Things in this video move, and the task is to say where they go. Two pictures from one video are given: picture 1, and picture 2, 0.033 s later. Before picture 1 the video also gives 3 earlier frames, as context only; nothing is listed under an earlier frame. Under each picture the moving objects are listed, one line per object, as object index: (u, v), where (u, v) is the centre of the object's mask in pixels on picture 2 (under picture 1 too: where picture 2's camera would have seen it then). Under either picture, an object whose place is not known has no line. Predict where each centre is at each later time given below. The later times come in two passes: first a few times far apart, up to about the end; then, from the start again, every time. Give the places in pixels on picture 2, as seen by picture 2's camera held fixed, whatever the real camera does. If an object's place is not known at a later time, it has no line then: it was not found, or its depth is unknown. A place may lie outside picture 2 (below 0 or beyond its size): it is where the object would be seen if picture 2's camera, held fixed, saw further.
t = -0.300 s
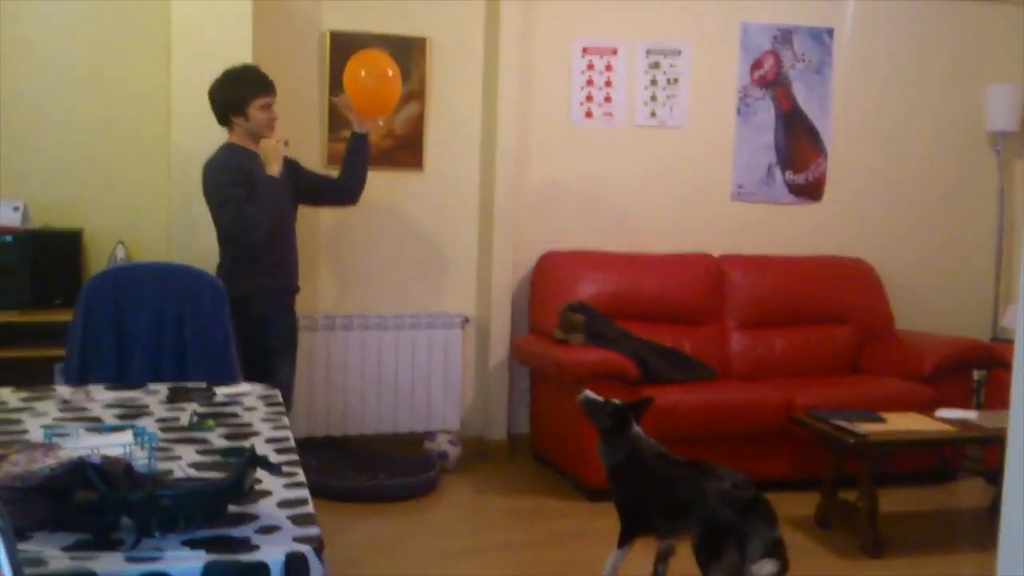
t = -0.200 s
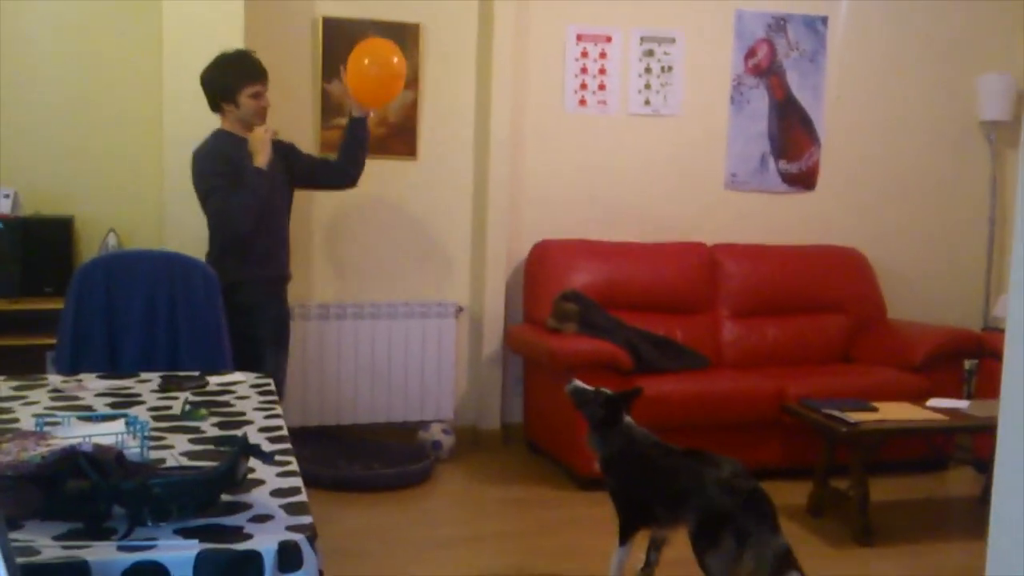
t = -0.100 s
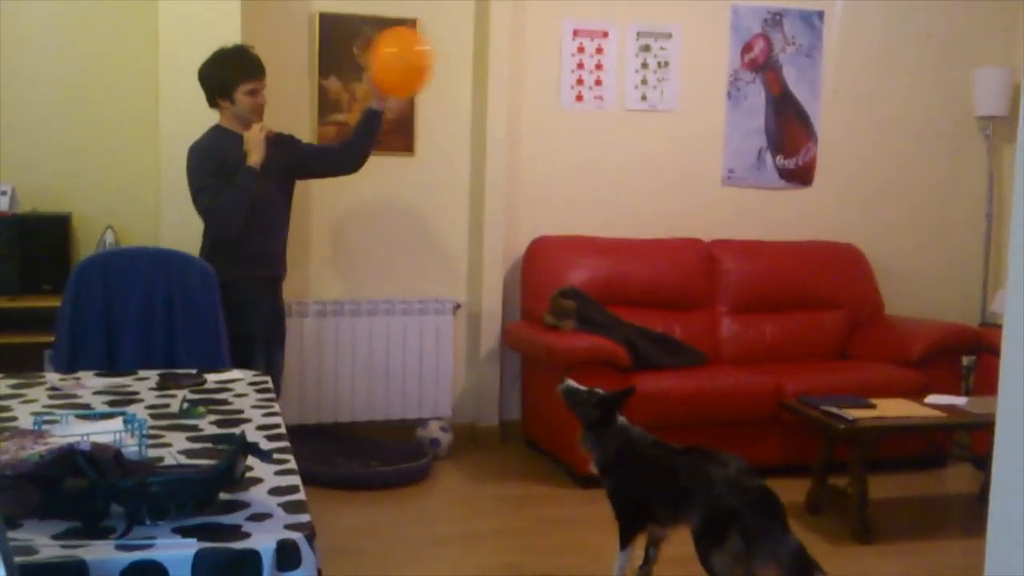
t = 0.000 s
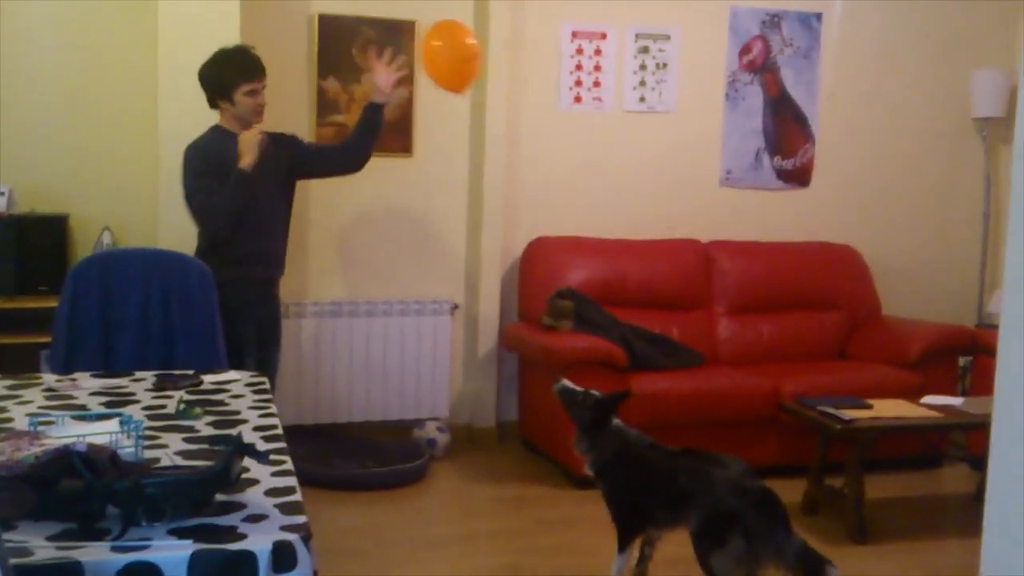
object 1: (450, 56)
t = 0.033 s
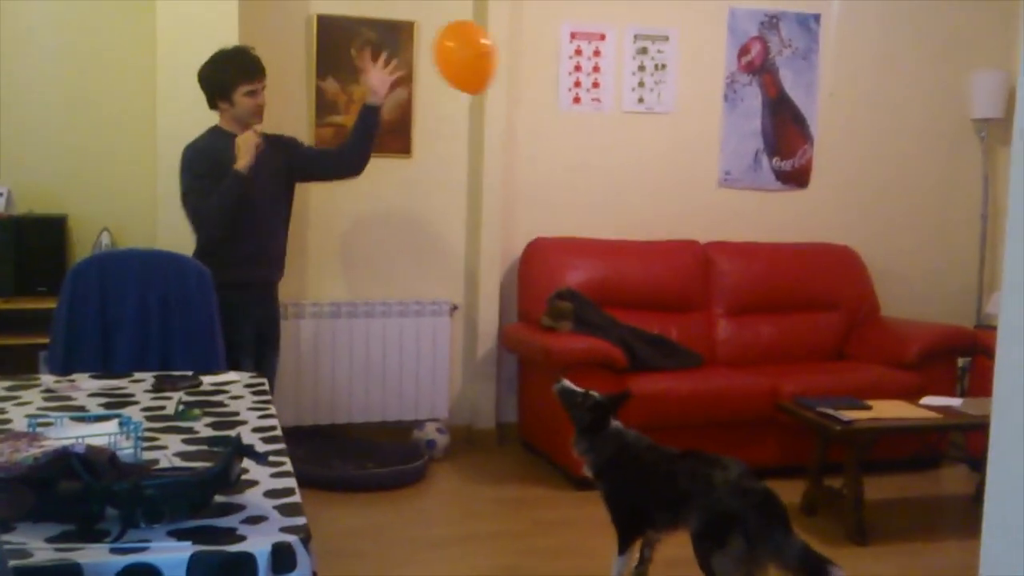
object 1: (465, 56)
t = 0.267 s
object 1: (561, 92)
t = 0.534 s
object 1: (617, 193)
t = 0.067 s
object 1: (481, 58)
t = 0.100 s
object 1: (495, 60)
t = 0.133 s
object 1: (510, 64)
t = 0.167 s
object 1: (523, 69)
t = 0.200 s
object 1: (536, 75)
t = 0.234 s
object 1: (549, 83)
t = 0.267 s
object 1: (561, 92)
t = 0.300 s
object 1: (571, 102)
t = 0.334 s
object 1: (580, 113)
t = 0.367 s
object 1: (589, 124)
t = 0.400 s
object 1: (596, 135)
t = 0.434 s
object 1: (602, 148)
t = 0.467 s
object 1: (608, 163)
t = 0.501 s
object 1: (613, 177)
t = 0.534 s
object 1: (617, 193)
